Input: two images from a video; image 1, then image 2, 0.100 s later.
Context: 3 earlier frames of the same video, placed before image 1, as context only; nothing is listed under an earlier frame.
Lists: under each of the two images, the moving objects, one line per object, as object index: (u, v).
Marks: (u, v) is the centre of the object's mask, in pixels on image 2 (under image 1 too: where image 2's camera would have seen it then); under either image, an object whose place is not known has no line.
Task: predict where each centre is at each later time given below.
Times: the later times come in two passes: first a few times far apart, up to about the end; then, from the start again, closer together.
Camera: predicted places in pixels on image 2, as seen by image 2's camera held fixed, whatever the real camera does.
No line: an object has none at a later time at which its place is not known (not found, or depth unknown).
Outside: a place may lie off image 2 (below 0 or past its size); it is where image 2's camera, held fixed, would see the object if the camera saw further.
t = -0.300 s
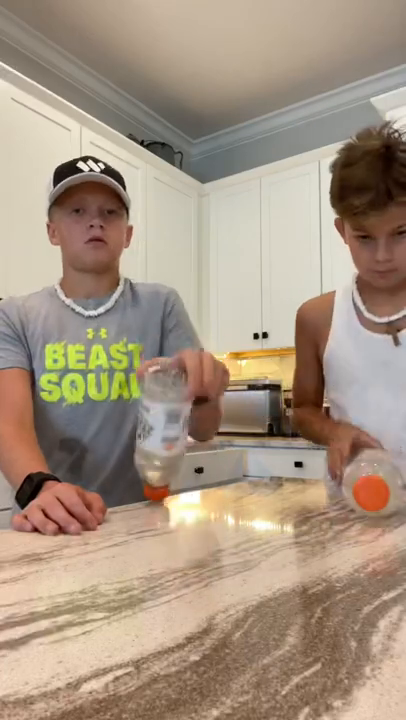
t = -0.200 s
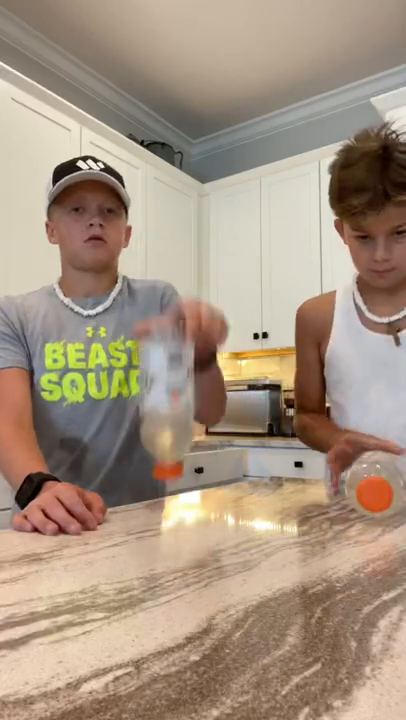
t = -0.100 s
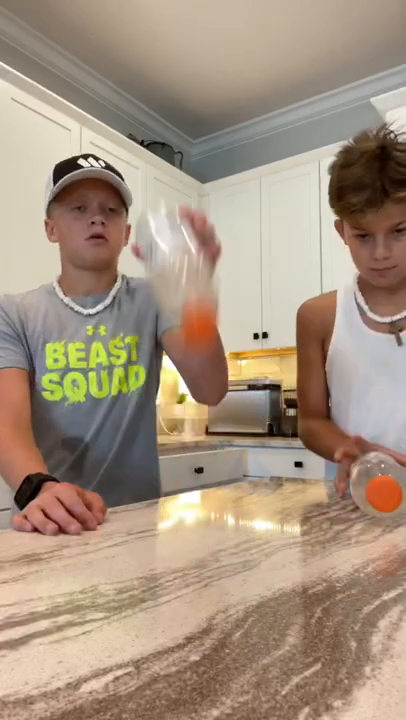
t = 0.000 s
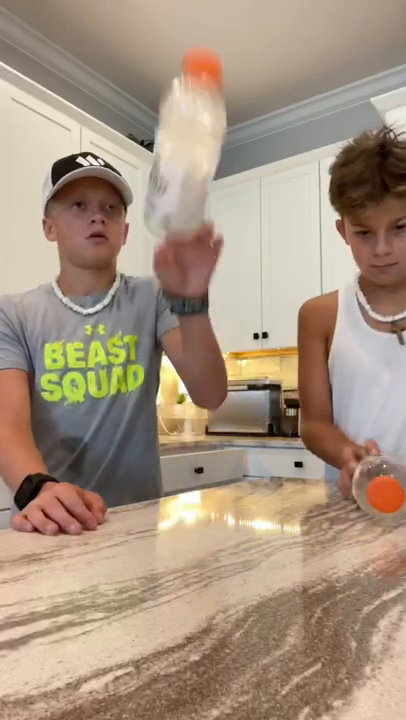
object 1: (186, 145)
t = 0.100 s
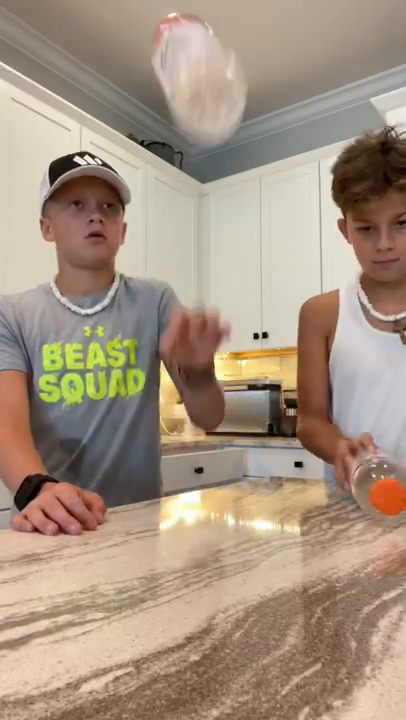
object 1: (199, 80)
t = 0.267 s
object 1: (189, 104)
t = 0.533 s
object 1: (160, 439)
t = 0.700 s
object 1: (158, 438)
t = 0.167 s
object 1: (197, 47)
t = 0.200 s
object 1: (192, 58)
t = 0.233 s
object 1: (191, 75)
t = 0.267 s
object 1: (189, 104)
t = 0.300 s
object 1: (185, 150)
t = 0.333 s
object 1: (181, 208)
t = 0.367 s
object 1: (176, 280)
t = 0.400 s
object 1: (172, 377)
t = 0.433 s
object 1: (169, 433)
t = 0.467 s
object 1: (165, 437)
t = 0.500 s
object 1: (162, 438)
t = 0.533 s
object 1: (160, 439)
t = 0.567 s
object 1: (159, 439)
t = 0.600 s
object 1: (159, 439)
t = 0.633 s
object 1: (159, 438)
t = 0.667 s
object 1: (158, 438)
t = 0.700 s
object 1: (158, 438)
